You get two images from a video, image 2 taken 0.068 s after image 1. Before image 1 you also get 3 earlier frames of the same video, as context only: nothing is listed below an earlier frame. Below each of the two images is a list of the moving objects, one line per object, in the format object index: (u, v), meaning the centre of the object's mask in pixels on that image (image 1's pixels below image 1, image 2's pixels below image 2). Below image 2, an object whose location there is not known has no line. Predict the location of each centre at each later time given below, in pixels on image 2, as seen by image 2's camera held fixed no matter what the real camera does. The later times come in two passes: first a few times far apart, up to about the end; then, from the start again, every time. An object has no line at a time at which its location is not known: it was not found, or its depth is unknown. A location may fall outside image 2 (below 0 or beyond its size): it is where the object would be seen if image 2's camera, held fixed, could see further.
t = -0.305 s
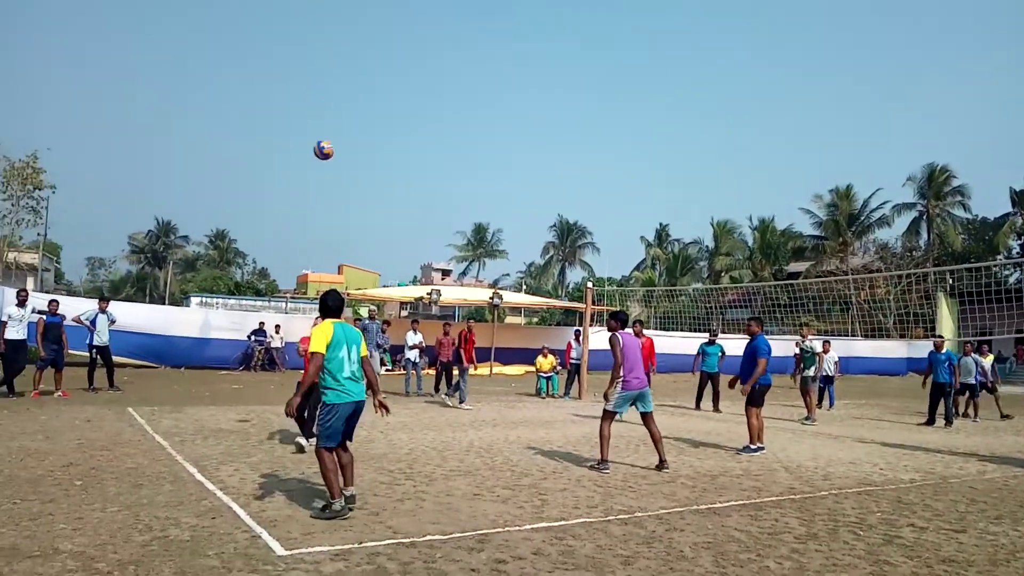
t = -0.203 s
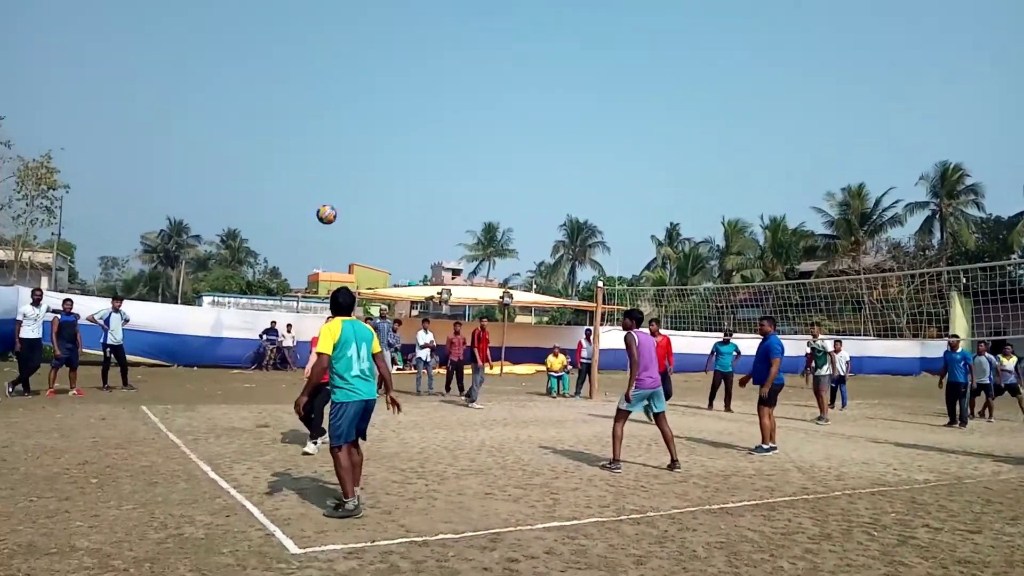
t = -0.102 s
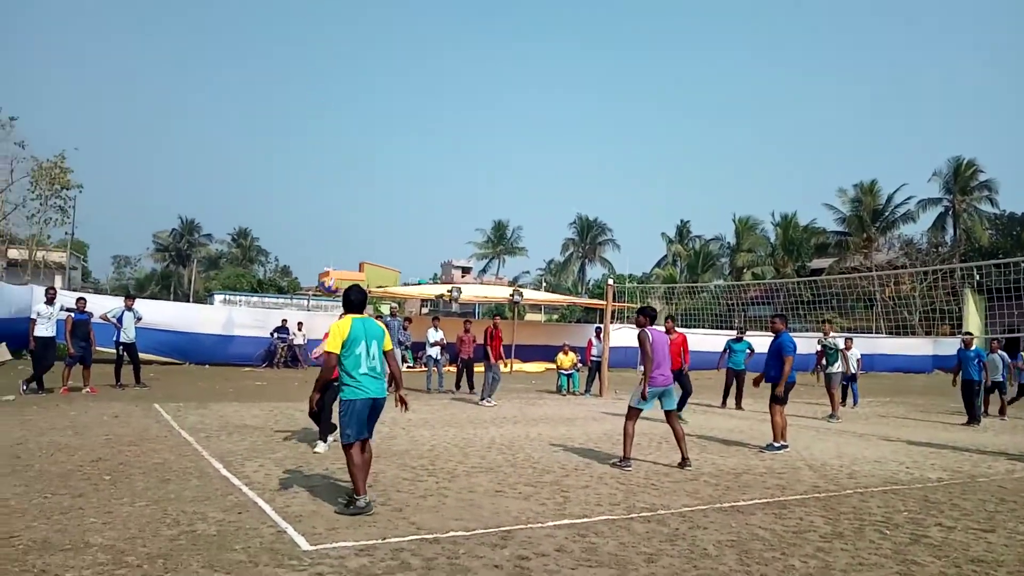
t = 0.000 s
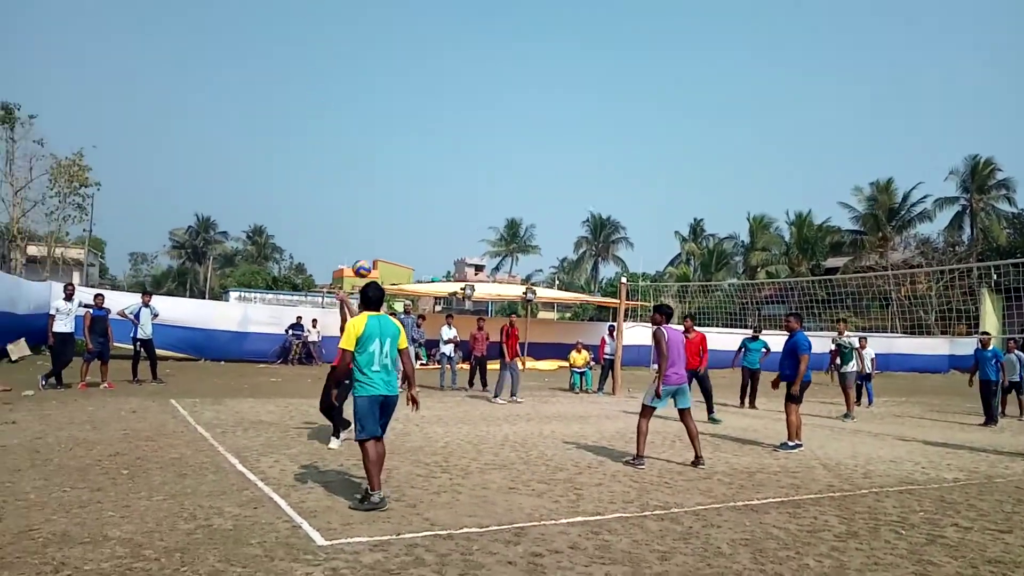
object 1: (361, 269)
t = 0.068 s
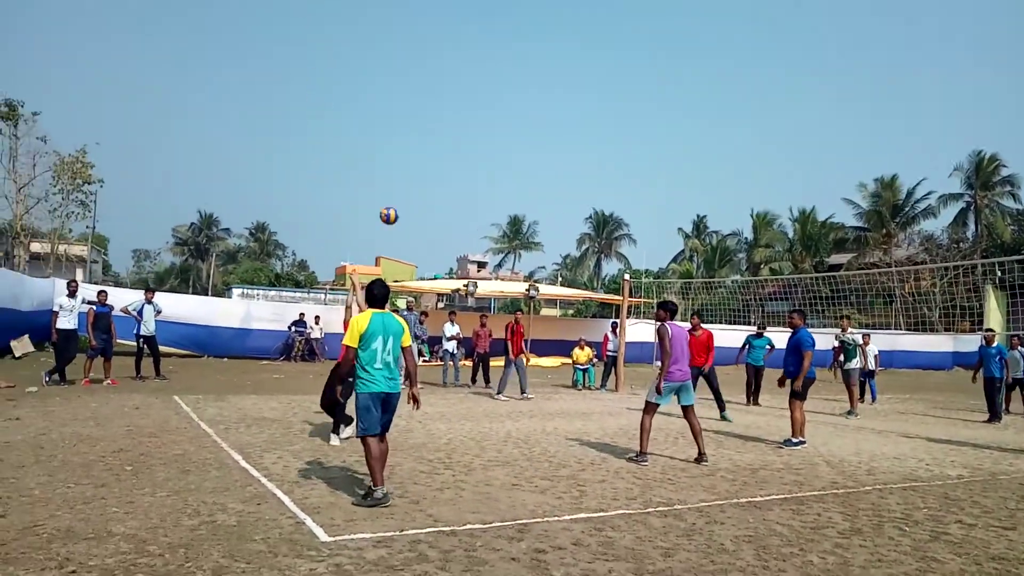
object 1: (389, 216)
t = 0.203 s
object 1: (434, 135)
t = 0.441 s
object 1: (504, 44)
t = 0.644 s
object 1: (554, 8)
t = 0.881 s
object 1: (610, 7)
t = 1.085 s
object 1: (650, 34)
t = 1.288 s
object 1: (683, 85)
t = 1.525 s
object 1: (723, 169)
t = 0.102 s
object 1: (400, 193)
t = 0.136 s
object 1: (412, 172)
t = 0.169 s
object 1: (423, 153)
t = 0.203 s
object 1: (434, 135)
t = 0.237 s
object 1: (445, 118)
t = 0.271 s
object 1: (456, 103)
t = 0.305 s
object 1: (465, 88)
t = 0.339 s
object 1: (475, 75)
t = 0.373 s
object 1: (483, 64)
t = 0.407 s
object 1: (493, 53)
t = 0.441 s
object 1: (504, 44)
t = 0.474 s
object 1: (512, 36)
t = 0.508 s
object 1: (520, 29)
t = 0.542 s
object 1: (529, 22)
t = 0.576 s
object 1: (538, 17)
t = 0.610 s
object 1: (546, 12)
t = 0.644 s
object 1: (554, 8)
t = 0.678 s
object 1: (562, 6)
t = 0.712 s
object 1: (571, 4)
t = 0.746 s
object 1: (580, 3)
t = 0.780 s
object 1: (587, 2)
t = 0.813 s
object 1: (594, 3)
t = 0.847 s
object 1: (602, 4)
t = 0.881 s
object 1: (610, 7)
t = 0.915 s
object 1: (616, 9)
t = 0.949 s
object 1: (623, 12)
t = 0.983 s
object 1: (631, 18)
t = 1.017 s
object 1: (637, 23)
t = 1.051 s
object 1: (643, 29)
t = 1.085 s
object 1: (650, 34)
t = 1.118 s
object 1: (655, 42)
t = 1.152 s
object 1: (660, 50)
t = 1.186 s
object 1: (667, 57)
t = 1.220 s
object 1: (672, 66)
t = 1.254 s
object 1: (677, 75)
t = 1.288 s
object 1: (683, 85)
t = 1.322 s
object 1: (689, 96)
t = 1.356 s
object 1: (695, 107)
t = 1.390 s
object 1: (701, 119)
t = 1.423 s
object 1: (706, 130)
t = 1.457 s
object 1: (711, 143)
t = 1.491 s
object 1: (717, 156)
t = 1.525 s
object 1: (723, 169)
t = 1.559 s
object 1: (728, 184)
